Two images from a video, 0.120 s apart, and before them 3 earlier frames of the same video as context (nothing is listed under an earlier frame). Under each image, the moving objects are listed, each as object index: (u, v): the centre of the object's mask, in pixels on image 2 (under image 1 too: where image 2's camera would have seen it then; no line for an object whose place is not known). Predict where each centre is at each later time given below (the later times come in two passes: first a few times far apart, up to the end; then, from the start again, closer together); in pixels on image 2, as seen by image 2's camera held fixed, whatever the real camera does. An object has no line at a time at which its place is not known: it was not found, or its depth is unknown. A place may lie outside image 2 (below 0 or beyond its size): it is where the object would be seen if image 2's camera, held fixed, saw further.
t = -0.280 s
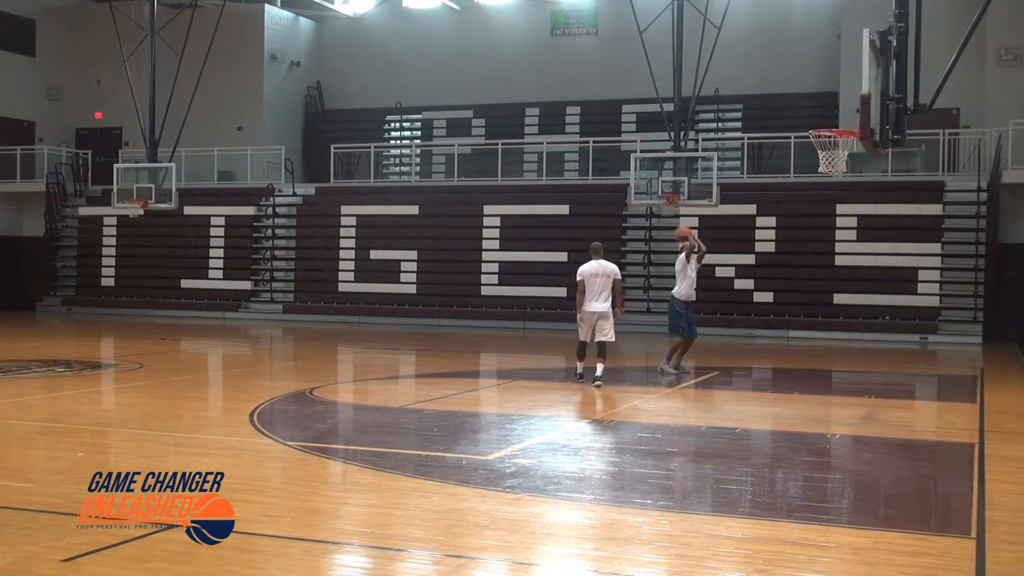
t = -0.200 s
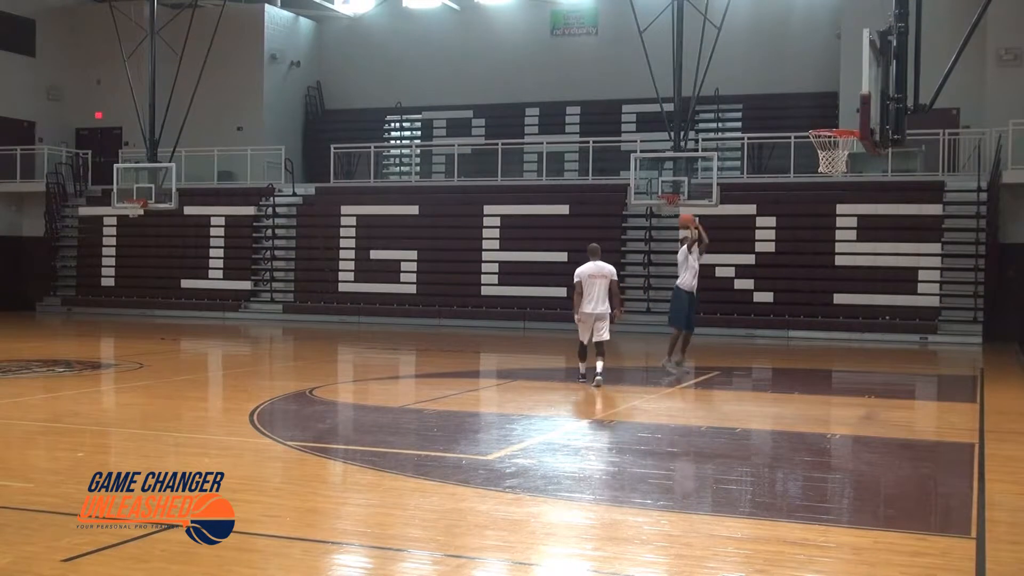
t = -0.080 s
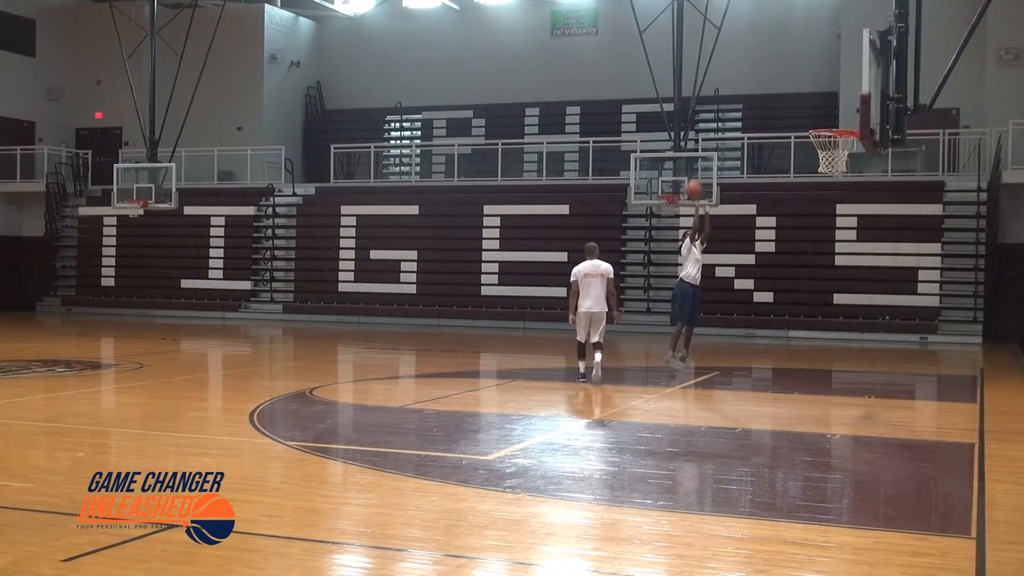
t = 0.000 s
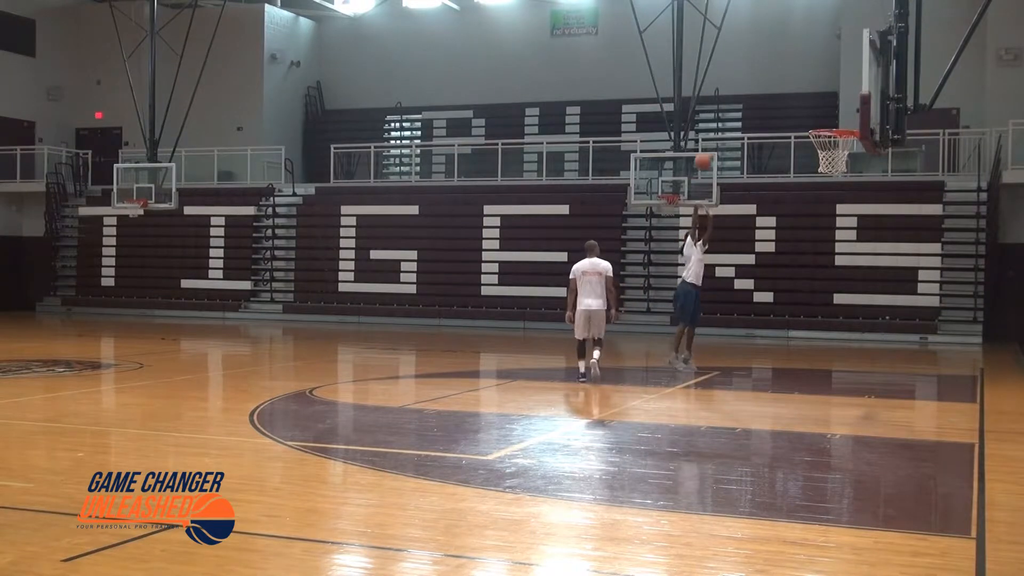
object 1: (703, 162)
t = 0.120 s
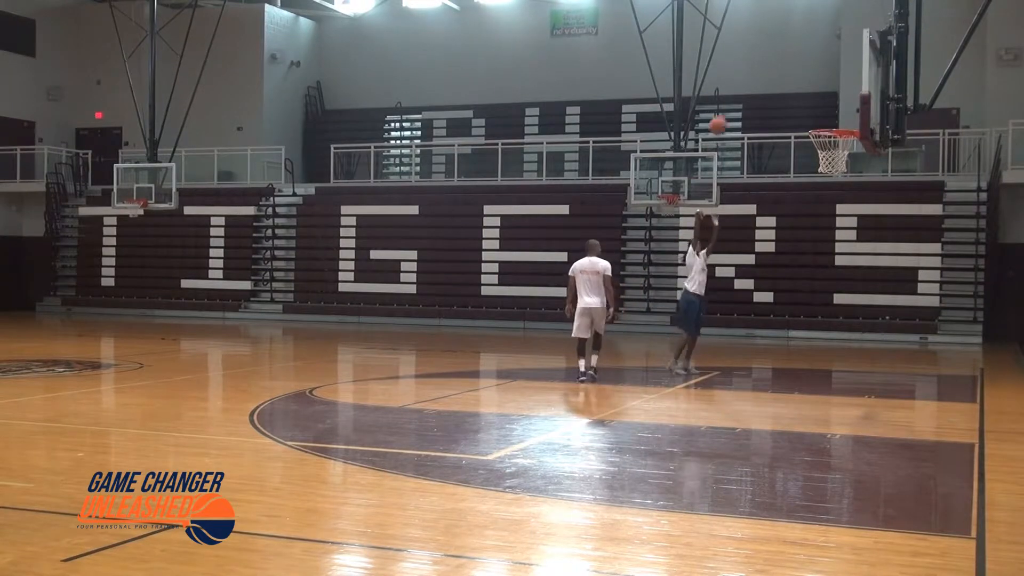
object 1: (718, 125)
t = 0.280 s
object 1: (739, 90)
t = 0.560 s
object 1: (781, 71)
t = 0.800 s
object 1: (821, 106)
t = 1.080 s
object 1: (820, 150)
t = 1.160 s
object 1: (818, 151)
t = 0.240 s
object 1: (734, 97)
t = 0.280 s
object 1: (739, 90)
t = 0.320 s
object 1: (745, 84)
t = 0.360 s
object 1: (751, 79)
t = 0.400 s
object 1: (757, 75)
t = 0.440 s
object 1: (762, 72)
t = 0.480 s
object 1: (768, 71)
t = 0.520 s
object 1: (774, 70)
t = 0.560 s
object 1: (781, 71)
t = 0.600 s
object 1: (787, 74)
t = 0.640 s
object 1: (794, 77)
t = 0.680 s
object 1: (800, 82)
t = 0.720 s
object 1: (808, 89)
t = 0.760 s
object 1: (814, 97)
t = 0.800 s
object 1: (821, 106)
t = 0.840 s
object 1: (828, 117)
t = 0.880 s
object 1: (834, 129)
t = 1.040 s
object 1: (822, 153)
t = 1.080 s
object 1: (820, 150)
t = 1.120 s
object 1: (819, 150)
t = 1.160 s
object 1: (818, 151)
